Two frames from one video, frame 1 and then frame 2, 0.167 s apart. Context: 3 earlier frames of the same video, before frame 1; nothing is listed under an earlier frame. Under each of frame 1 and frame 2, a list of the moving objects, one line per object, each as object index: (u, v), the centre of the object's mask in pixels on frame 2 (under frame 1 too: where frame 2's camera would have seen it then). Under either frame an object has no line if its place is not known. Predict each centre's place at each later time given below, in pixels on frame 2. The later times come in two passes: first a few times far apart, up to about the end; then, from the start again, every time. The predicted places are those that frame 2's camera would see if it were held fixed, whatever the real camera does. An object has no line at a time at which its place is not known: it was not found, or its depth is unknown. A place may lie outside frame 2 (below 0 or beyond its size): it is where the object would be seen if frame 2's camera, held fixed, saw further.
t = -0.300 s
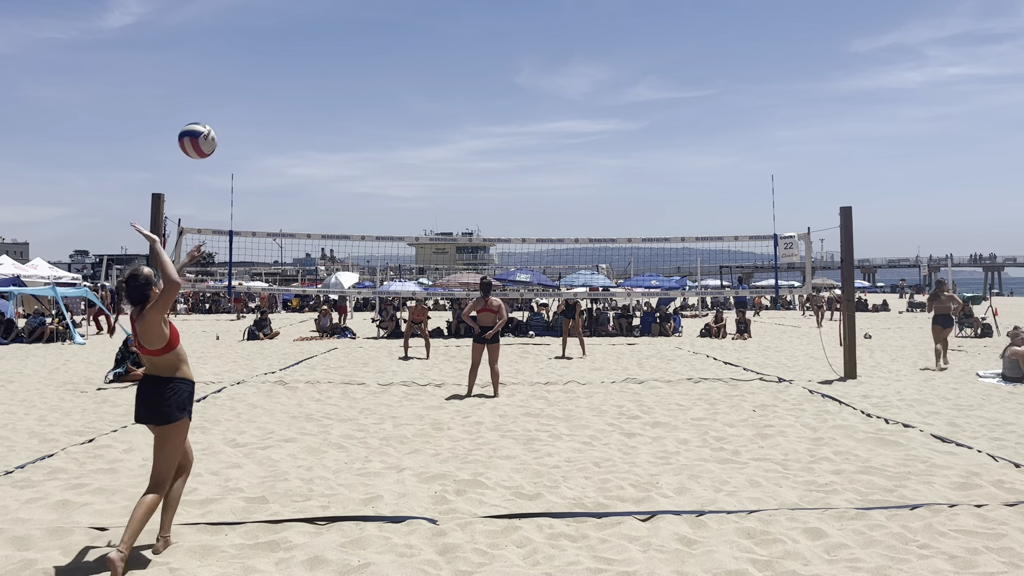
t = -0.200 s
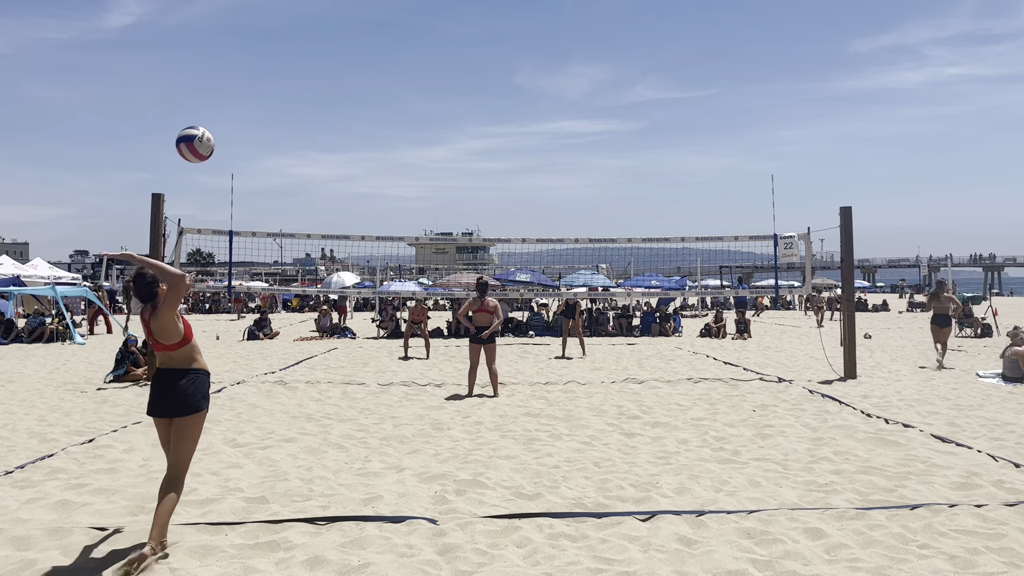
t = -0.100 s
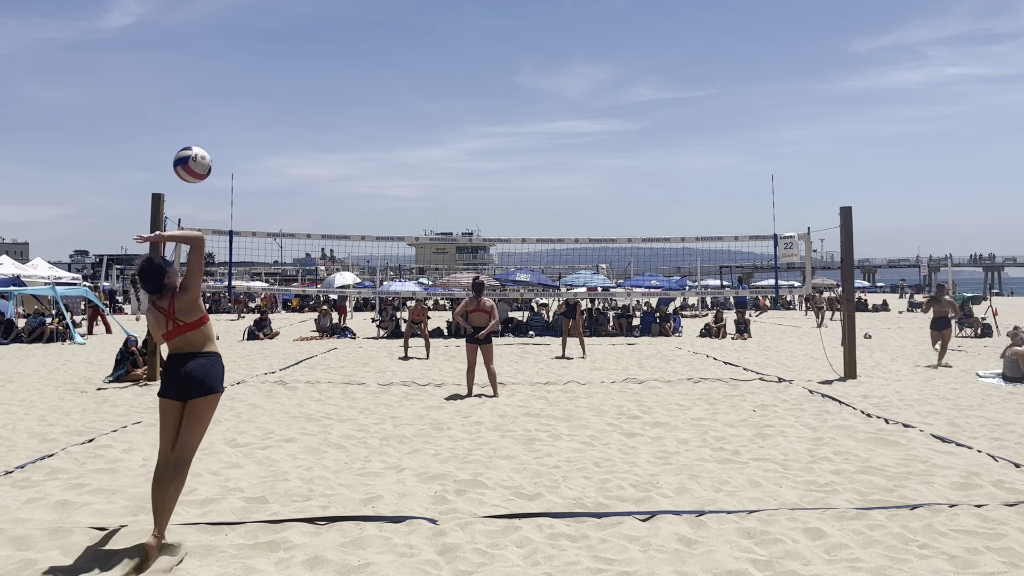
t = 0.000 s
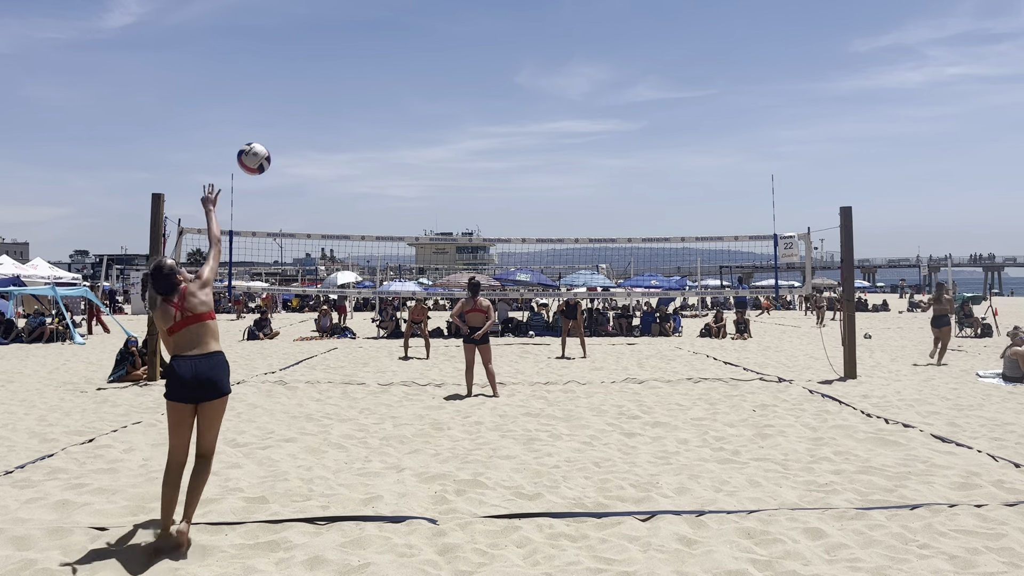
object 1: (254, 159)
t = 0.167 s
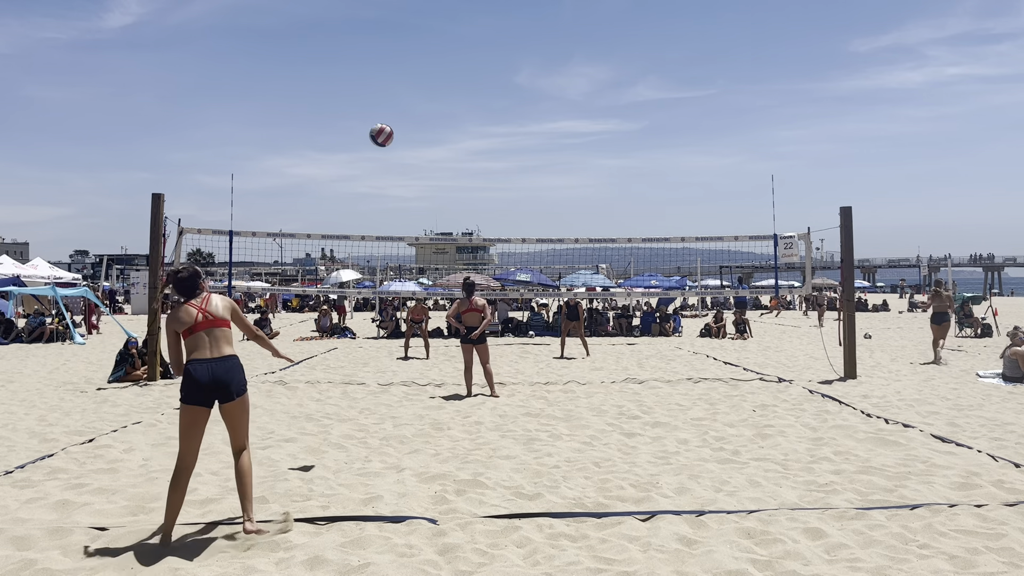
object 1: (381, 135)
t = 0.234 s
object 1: (416, 137)
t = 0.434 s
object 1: (491, 161)
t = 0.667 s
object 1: (550, 210)
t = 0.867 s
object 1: (586, 261)
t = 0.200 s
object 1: (399, 135)
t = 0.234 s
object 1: (416, 137)
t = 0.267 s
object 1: (431, 139)
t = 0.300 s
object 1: (445, 142)
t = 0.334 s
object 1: (458, 146)
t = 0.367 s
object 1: (469, 151)
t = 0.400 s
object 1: (481, 156)
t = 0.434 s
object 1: (491, 161)
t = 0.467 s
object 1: (501, 167)
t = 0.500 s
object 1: (510, 173)
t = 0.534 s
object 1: (519, 180)
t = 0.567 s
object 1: (527, 187)
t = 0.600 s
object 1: (535, 194)
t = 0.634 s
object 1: (543, 202)
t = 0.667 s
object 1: (550, 210)
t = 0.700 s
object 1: (556, 217)
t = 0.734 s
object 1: (563, 226)
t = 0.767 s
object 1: (569, 233)
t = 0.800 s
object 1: (575, 245)
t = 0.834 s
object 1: (580, 251)
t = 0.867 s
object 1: (586, 261)
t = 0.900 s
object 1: (591, 270)
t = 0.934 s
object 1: (596, 280)
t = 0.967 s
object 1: (600, 288)
